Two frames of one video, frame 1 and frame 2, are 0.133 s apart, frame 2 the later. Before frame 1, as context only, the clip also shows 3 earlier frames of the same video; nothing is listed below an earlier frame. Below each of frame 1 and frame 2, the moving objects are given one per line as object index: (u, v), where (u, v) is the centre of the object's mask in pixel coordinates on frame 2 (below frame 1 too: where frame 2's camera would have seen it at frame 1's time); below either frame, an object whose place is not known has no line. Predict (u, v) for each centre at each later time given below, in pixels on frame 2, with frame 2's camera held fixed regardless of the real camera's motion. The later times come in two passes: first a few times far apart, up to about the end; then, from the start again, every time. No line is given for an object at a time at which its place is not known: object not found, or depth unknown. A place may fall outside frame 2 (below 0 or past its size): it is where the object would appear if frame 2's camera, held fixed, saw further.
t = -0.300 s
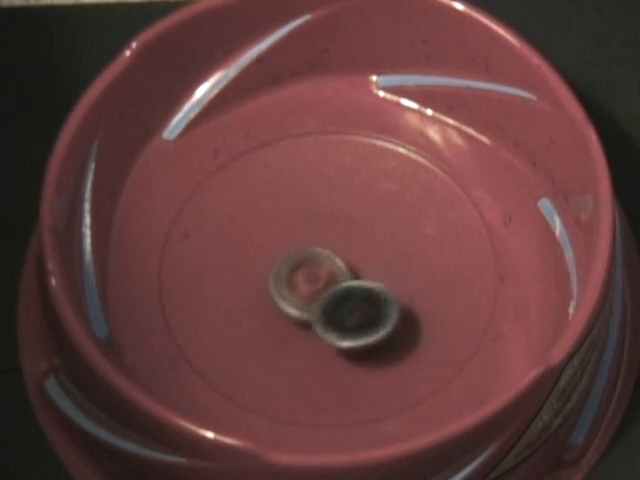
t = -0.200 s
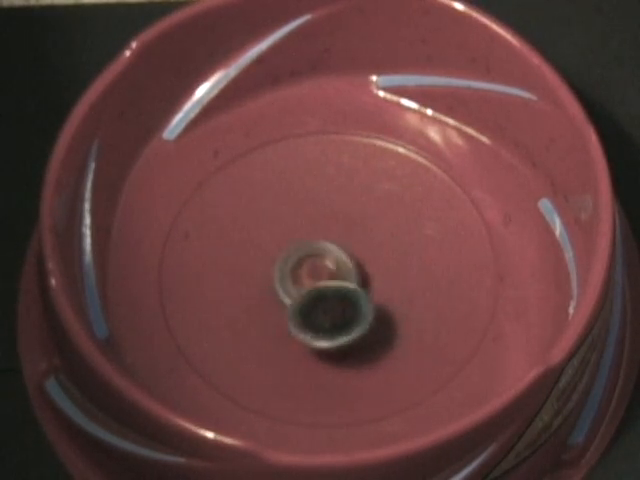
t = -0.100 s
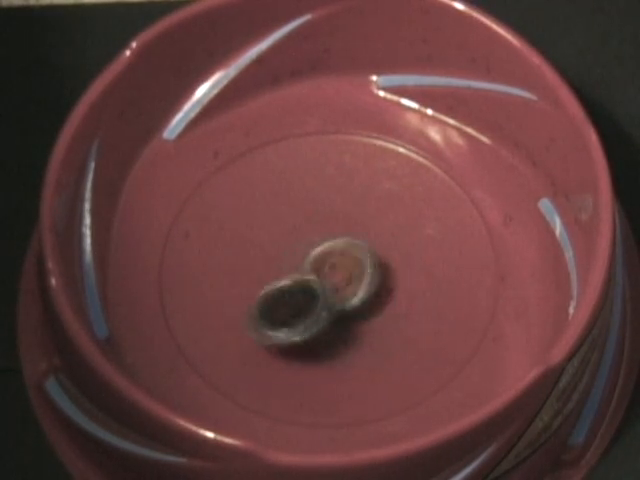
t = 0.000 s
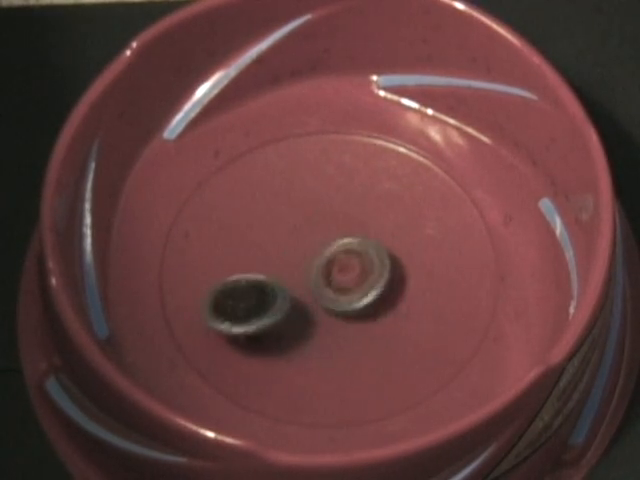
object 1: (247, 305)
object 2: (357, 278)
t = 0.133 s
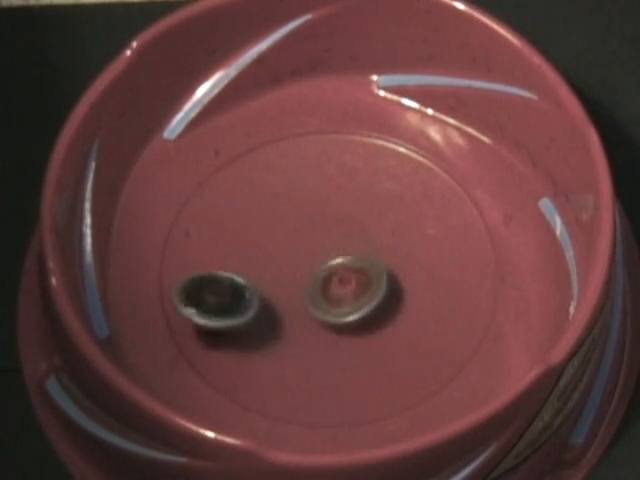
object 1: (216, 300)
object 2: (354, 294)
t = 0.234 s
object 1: (215, 295)
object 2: (345, 304)
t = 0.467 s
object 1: (250, 255)
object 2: (317, 311)
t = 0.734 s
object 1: (360, 213)
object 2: (295, 292)
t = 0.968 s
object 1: (427, 242)
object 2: (300, 277)
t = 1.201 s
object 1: (380, 304)
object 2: (330, 266)
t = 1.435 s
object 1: (261, 313)
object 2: (337, 240)
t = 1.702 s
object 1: (243, 237)
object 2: (319, 258)
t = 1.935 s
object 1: (300, 195)
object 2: (350, 271)
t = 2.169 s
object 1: (390, 216)
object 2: (352, 290)
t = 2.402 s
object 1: (399, 302)
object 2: (340, 275)
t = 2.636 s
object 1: (306, 336)
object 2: (358, 276)
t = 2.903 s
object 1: (257, 246)
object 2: (360, 277)
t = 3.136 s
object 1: (336, 188)
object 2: (350, 275)
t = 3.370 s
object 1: (409, 232)
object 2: (342, 277)
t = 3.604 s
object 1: (389, 309)
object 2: (331, 277)
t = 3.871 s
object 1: (275, 308)
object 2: (339, 276)
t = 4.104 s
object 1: (265, 224)
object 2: (349, 283)
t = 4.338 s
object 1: (355, 197)
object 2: (347, 277)
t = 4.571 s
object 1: (407, 265)
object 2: (337, 276)
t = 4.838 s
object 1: (347, 335)
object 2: (339, 279)
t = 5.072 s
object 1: (297, 309)
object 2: (339, 271)
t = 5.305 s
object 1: (294, 199)
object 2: (348, 266)
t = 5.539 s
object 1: (247, 166)
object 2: (349, 264)
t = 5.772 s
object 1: (266, 181)
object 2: (349, 265)
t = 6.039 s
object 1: (304, 231)
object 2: (350, 277)
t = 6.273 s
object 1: (266, 277)
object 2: (356, 271)
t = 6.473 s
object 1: (265, 277)
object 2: (355, 267)
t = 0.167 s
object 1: (215, 300)
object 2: (352, 297)
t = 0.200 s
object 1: (215, 298)
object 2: (349, 302)
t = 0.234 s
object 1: (215, 295)
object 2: (345, 304)
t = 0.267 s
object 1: (216, 293)
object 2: (343, 305)
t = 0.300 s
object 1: (219, 287)
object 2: (339, 307)
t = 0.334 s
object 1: (224, 283)
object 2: (334, 307)
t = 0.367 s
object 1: (231, 279)
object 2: (329, 307)
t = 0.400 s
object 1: (239, 275)
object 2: (326, 307)
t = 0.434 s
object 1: (244, 267)
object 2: (321, 310)
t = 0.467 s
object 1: (250, 255)
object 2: (317, 311)
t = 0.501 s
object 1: (258, 248)
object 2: (311, 310)
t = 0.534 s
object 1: (269, 239)
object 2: (309, 310)
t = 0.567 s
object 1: (280, 233)
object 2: (306, 308)
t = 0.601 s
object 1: (294, 226)
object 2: (302, 304)
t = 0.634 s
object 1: (310, 221)
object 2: (300, 301)
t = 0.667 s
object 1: (326, 217)
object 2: (298, 298)
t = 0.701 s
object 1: (343, 214)
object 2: (295, 296)
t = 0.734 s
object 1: (360, 213)
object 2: (295, 292)
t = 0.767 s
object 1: (375, 213)
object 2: (294, 289)
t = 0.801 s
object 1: (389, 215)
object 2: (294, 287)
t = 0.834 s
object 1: (401, 218)
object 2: (295, 285)
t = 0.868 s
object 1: (411, 223)
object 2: (295, 283)
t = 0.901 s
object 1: (419, 229)
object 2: (296, 280)
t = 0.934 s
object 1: (424, 235)
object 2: (299, 278)
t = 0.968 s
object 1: (427, 242)
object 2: (300, 277)
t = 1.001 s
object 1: (428, 250)
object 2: (305, 276)
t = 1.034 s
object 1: (427, 259)
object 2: (309, 276)
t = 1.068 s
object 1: (422, 268)
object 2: (313, 275)
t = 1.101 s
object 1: (416, 278)
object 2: (319, 275)
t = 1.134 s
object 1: (407, 287)
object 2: (324, 273)
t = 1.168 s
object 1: (394, 296)
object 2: (326, 269)
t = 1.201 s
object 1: (380, 304)
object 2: (330, 266)
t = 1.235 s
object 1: (362, 311)
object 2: (335, 260)
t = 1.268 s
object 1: (345, 317)
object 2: (339, 256)
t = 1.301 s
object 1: (327, 321)
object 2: (343, 254)
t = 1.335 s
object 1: (309, 323)
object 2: (343, 251)
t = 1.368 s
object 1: (291, 322)
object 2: (342, 247)
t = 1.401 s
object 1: (274, 317)
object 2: (341, 243)
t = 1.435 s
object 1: (261, 313)
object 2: (337, 240)
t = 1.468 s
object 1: (249, 305)
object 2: (334, 237)
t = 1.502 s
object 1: (240, 299)
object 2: (329, 234)
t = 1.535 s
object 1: (233, 290)
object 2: (326, 236)
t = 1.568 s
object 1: (229, 280)
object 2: (319, 236)
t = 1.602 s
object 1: (228, 269)
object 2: (317, 240)
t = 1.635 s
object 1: (231, 258)
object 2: (313, 244)
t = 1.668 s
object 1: (236, 247)
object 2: (313, 248)
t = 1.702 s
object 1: (243, 237)
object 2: (319, 258)
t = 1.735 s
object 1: (249, 227)
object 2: (323, 262)
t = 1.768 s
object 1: (253, 215)
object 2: (330, 266)
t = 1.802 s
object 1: (259, 208)
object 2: (336, 269)
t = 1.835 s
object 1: (266, 203)
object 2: (340, 271)
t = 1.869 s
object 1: (275, 197)
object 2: (344, 272)
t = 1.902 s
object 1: (286, 195)
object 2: (348, 271)
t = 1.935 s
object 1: (300, 195)
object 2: (350, 271)
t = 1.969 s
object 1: (312, 196)
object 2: (353, 270)
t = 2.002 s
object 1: (326, 193)
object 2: (358, 275)
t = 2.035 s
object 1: (340, 194)
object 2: (360, 279)
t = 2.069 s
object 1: (354, 198)
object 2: (360, 282)
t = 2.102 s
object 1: (369, 201)
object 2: (359, 286)
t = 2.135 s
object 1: (379, 206)
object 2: (356, 288)
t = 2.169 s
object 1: (390, 216)
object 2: (352, 290)
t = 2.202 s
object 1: (400, 225)
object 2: (345, 292)
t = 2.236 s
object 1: (407, 235)
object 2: (340, 291)
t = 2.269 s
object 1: (411, 249)
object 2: (336, 287)
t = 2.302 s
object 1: (411, 262)
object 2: (335, 284)
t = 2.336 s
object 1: (410, 275)
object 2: (335, 281)
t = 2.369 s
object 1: (406, 289)
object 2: (337, 277)
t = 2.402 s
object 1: (399, 302)
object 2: (340, 275)
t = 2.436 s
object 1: (390, 312)
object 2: (342, 273)
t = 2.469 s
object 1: (378, 323)
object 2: (346, 273)
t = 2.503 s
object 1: (365, 330)
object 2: (349, 274)
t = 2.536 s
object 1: (350, 336)
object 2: (351, 274)
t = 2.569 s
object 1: (336, 338)
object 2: (353, 274)
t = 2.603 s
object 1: (320, 338)
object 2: (356, 275)
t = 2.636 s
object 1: (306, 336)
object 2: (358, 276)
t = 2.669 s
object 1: (292, 330)
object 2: (360, 277)
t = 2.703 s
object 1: (280, 324)
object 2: (360, 278)
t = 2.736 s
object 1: (271, 315)
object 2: (361, 279)
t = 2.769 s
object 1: (263, 303)
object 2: (361, 279)
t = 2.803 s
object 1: (258, 289)
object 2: (360, 279)
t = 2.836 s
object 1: (255, 277)
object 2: (360, 279)
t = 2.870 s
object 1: (256, 260)
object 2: (360, 278)
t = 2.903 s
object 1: (257, 246)
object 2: (360, 277)
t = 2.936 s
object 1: (264, 234)
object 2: (360, 276)
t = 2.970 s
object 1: (271, 220)
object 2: (358, 274)
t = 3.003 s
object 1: (283, 209)
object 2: (356, 274)
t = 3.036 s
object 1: (295, 201)
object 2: (353, 274)
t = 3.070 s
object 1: (307, 194)
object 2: (352, 274)
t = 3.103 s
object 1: (322, 190)
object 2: (350, 273)
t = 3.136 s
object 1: (336, 188)
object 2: (350, 275)
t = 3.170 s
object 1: (349, 189)
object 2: (349, 275)
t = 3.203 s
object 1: (362, 192)
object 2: (349, 274)
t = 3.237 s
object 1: (375, 197)
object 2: (348, 275)
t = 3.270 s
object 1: (385, 203)
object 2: (346, 275)
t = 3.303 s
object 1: (394, 213)
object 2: (345, 275)
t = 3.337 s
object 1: (403, 223)
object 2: (343, 276)
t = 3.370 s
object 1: (409, 232)
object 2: (342, 277)
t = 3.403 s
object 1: (412, 244)
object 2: (341, 278)
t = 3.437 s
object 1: (415, 256)
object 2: (339, 278)
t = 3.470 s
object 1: (416, 268)
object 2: (338, 278)
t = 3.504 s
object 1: (415, 279)
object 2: (336, 278)
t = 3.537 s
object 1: (410, 289)
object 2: (334, 277)
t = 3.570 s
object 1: (402, 300)
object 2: (333, 277)
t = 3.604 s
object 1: (389, 309)
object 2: (331, 277)
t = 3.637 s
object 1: (377, 315)
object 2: (330, 277)
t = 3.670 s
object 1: (363, 320)
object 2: (329, 276)
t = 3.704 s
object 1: (347, 324)
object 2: (330, 276)
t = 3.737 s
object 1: (331, 326)
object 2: (332, 275)
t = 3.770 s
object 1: (316, 325)
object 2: (333, 275)
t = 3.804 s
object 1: (300, 322)
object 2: (335, 276)
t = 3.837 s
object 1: (287, 316)
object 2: (337, 275)
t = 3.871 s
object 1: (275, 308)
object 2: (339, 276)
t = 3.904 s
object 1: (265, 298)
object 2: (341, 276)
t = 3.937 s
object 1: (257, 286)
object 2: (343, 276)
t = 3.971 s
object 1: (253, 274)
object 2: (345, 276)
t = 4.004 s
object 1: (251, 260)
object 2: (347, 278)
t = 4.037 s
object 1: (254, 248)
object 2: (349, 280)
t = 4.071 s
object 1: (258, 236)
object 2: (349, 282)
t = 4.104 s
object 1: (265, 224)
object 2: (349, 283)
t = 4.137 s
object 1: (273, 213)
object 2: (349, 284)
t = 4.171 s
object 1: (286, 205)
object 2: (349, 284)
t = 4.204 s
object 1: (298, 199)
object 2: (349, 284)
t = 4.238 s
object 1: (312, 195)
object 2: (349, 283)
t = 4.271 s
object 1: (326, 193)
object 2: (349, 281)
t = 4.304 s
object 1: (341, 194)
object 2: (349, 279)
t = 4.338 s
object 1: (355, 197)
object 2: (347, 277)
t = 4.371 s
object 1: (367, 202)
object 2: (345, 276)
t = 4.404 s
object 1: (379, 210)
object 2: (344, 276)
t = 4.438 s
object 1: (388, 219)
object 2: (342, 276)
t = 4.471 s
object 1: (395, 230)
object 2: (340, 276)
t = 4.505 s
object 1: (401, 241)
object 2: (338, 276)
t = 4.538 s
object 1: (406, 252)
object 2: (337, 276)
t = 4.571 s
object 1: (407, 265)
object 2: (337, 276)
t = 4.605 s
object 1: (405, 276)
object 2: (337, 276)
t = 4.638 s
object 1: (402, 289)
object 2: (338, 276)
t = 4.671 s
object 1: (398, 298)
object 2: (339, 278)
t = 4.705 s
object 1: (390, 308)
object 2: (338, 278)
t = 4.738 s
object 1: (381, 318)
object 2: (337, 279)
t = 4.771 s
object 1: (370, 325)
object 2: (337, 279)
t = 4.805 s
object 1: (358, 329)
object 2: (338, 278)
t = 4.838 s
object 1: (347, 335)
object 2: (339, 279)
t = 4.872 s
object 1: (334, 336)
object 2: (340, 278)
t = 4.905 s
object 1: (319, 337)
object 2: (341, 279)
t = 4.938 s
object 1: (309, 333)
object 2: (341, 279)
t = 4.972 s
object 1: (300, 328)
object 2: (342, 277)
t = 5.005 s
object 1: (297, 321)
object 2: (342, 274)
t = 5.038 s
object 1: (296, 315)
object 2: (340, 273)
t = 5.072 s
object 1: (297, 309)
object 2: (339, 271)
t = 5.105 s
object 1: (296, 299)
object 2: (340, 269)
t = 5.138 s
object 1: (294, 283)
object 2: (344, 266)
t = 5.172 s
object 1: (295, 271)
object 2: (344, 266)
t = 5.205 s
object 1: (294, 250)
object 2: (346, 266)
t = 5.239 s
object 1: (294, 228)
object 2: (347, 266)
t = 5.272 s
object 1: (294, 212)
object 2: (347, 266)
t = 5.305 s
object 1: (294, 199)
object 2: (348, 266)
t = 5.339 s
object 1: (292, 190)
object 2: (348, 266)
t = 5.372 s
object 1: (285, 180)
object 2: (349, 266)
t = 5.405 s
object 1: (280, 175)
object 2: (349, 266)
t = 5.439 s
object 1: (261, 167)
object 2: (349, 265)
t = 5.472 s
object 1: (255, 166)
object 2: (349, 265)
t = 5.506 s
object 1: (250, 166)
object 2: (349, 265)
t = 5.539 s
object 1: (247, 166)
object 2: (349, 264)
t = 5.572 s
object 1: (245, 168)
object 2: (349, 264)
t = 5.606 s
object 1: (245, 169)
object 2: (349, 264)
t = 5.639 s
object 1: (245, 171)
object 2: (349, 264)
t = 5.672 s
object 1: (248, 173)
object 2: (349, 264)
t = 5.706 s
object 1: (252, 175)
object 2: (349, 264)
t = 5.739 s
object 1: (257, 178)
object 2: (349, 265)
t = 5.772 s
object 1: (266, 181)
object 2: (349, 265)
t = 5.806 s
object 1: (274, 184)
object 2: (349, 265)
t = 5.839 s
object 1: (288, 193)
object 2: (349, 265)
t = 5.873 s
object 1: (295, 199)
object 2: (349, 266)
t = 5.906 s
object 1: (298, 203)
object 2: (353, 270)
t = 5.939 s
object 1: (301, 208)
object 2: (354, 273)
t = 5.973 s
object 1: (304, 213)
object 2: (352, 275)
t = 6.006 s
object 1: (306, 220)
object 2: (351, 277)
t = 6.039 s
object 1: (304, 231)
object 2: (350, 277)
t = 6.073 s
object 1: (300, 243)
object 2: (351, 278)
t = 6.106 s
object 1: (294, 256)
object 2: (351, 277)
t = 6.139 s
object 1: (287, 265)
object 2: (352, 277)
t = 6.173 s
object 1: (282, 271)
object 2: (353, 276)
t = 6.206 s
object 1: (276, 274)
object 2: (354, 275)
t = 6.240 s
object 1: (271, 276)
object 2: (355, 273)
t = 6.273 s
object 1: (266, 277)
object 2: (356, 271)
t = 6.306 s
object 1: (259, 277)
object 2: (356, 269)
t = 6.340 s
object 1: (255, 277)
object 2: (355, 268)
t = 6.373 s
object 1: (254, 277)
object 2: (355, 267)
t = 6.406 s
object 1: (255, 277)
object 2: (355, 267)
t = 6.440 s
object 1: (259, 277)
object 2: (355, 267)
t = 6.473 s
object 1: (265, 277)
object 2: (355, 267)
